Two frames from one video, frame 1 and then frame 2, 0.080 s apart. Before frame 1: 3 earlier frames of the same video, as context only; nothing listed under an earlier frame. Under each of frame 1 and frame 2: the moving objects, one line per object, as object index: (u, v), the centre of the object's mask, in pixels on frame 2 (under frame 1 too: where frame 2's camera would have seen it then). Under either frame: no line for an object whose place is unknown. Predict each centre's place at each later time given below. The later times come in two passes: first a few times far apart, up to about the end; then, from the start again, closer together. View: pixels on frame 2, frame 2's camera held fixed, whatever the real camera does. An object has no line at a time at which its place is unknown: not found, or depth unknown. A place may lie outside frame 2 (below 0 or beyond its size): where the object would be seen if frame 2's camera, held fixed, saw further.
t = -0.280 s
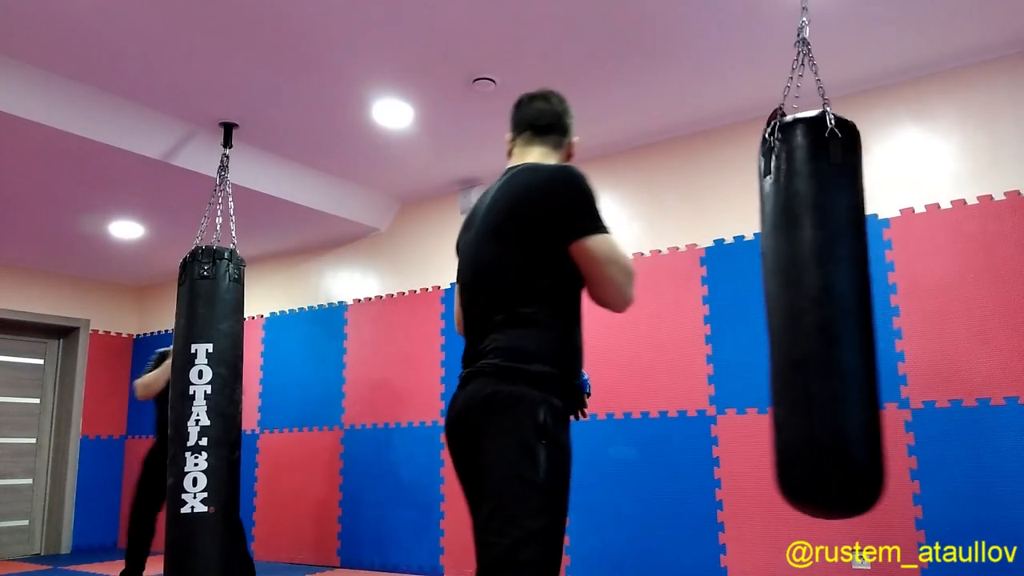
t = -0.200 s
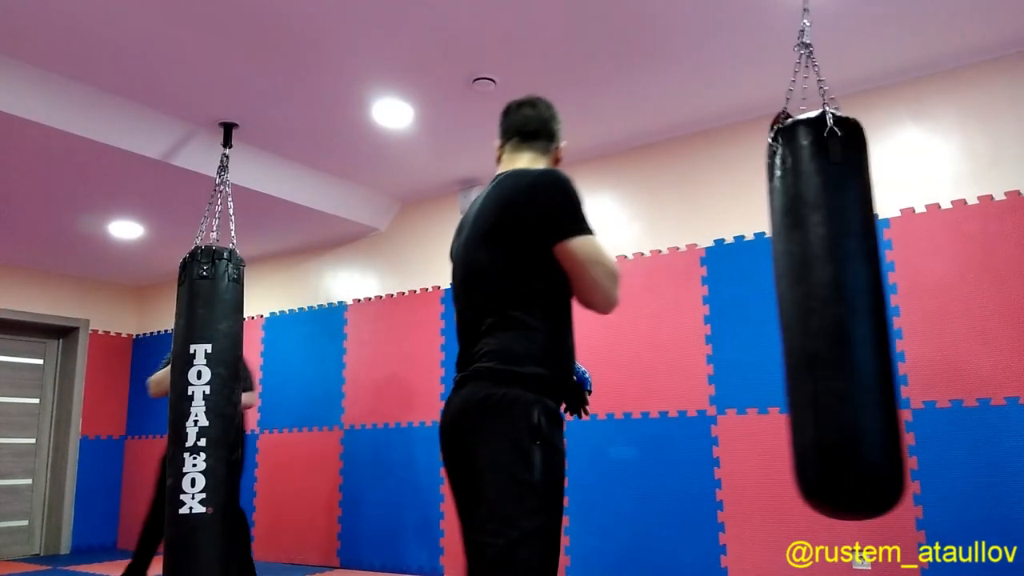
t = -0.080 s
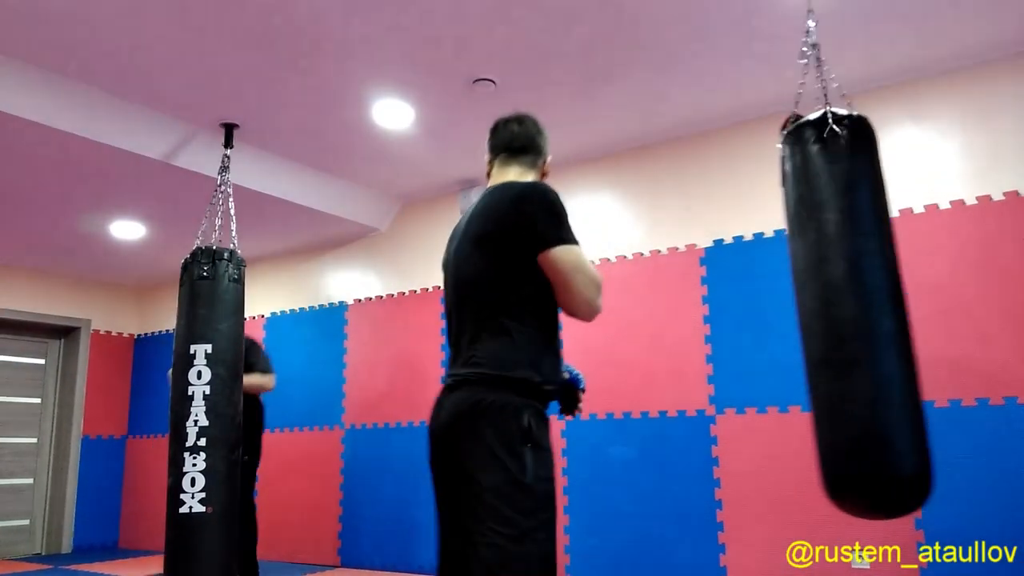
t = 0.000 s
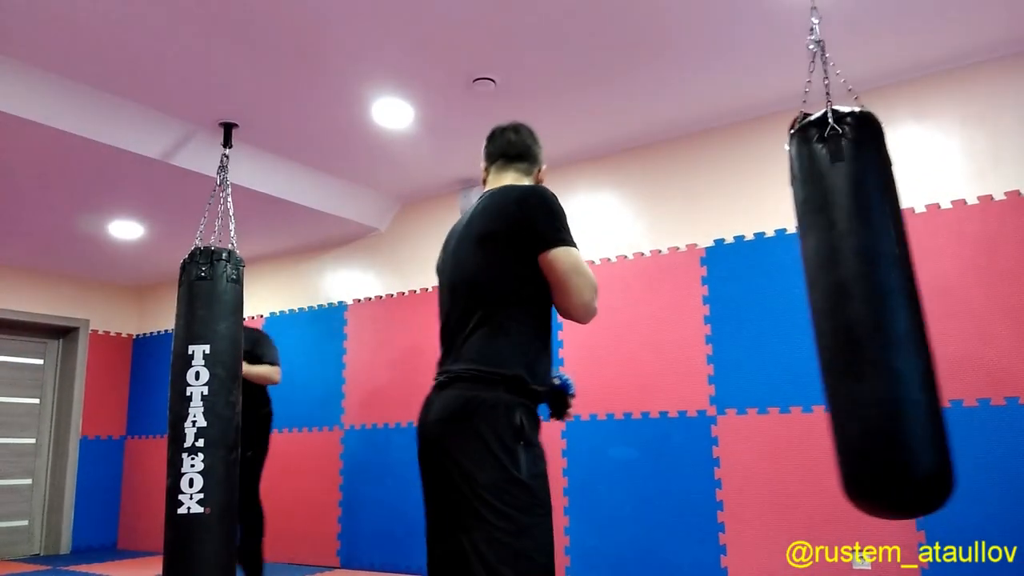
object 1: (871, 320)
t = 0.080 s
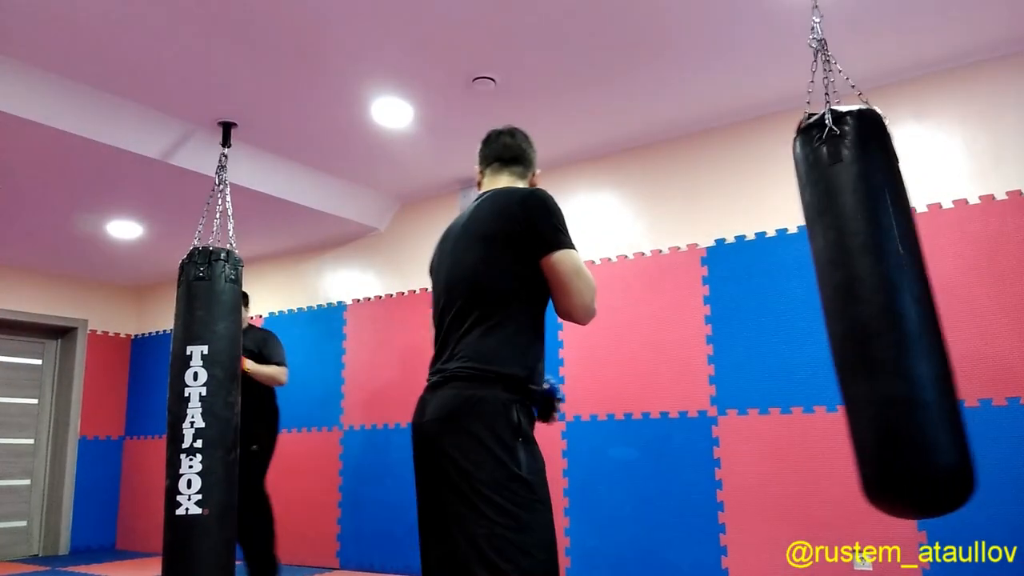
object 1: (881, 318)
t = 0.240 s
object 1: (901, 316)
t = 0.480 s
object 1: (910, 314)
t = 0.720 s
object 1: (893, 316)
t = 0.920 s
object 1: (862, 315)
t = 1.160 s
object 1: (826, 318)
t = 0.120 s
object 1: (887, 316)
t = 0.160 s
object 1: (892, 316)
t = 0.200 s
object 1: (897, 317)
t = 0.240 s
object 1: (901, 316)
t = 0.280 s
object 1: (904, 315)
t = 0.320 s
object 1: (907, 314)
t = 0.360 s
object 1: (908, 314)
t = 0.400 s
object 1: (910, 314)
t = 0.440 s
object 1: (911, 314)
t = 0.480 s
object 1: (910, 314)
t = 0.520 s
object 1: (909, 314)
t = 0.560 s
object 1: (907, 314)
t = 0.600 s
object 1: (904, 315)
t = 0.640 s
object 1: (901, 315)
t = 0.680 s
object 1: (898, 315)
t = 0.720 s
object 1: (893, 316)
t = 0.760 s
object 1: (889, 316)
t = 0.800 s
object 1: (883, 316)
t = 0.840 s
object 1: (877, 316)
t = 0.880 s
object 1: (868, 317)
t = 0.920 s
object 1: (862, 315)
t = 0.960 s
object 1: (857, 316)
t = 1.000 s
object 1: (851, 317)
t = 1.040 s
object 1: (847, 317)
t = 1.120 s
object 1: (834, 318)
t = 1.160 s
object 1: (826, 318)
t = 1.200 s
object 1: (820, 319)
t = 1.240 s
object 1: (815, 317)
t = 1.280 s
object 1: (808, 320)
